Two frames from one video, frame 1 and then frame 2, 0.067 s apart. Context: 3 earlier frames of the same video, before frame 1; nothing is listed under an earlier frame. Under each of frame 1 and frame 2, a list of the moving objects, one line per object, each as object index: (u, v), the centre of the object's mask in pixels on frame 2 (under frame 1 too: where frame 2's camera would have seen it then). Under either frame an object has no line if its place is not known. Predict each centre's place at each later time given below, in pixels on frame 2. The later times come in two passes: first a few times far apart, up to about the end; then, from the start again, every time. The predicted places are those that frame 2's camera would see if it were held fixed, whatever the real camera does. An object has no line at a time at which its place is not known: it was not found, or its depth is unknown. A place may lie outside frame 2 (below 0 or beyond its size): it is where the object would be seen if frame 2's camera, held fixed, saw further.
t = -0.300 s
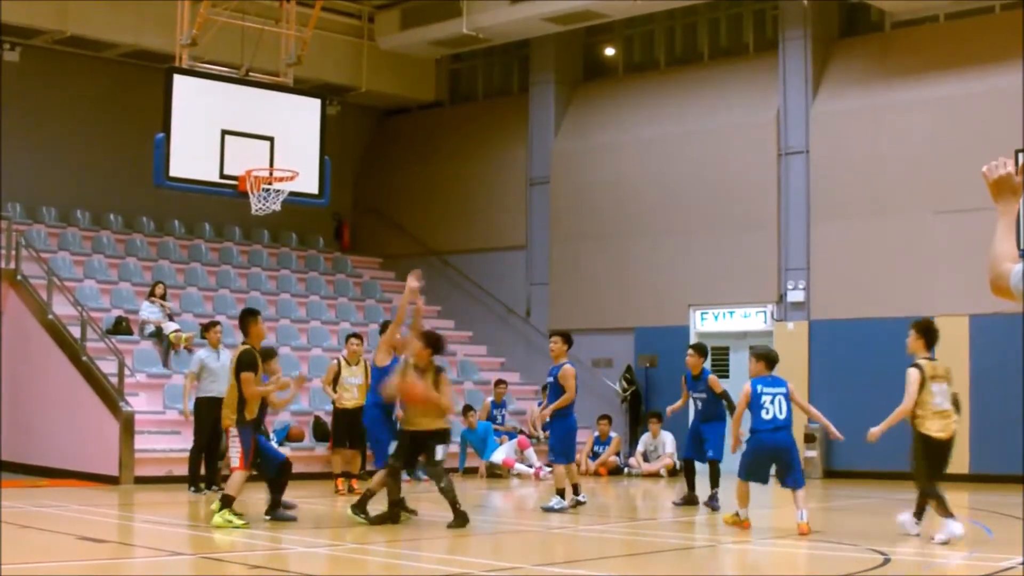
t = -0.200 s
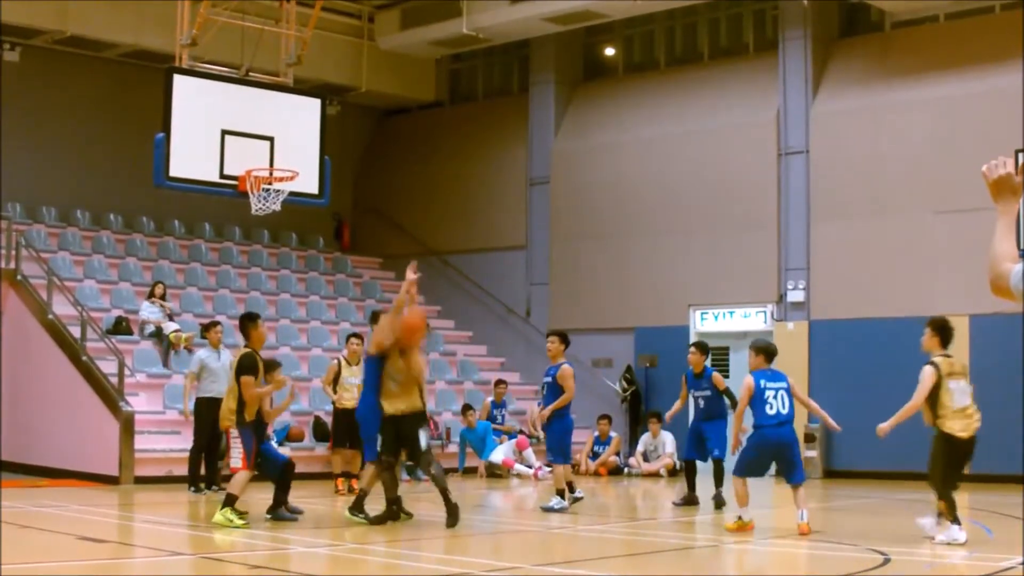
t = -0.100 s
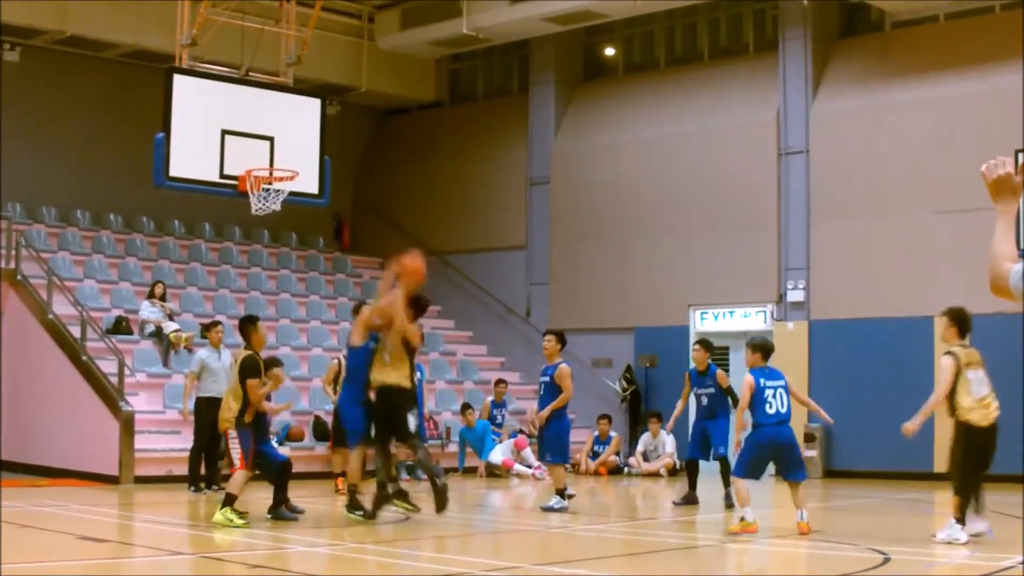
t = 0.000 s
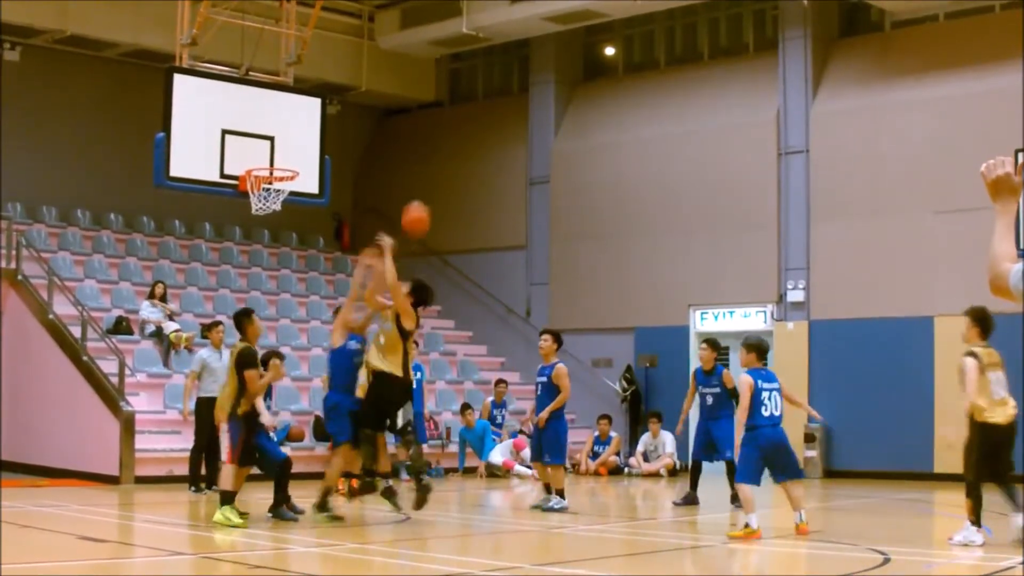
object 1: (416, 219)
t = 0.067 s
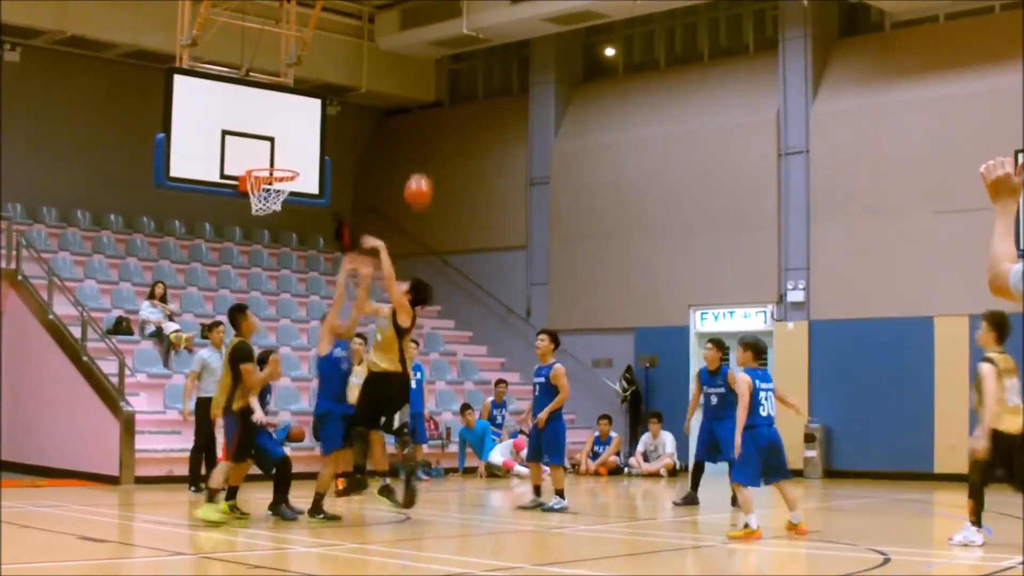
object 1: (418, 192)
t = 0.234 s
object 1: (423, 144)
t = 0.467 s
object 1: (430, 130)
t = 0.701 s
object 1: (435, 172)
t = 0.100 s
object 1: (419, 180)
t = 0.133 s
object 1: (420, 169)
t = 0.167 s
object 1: (421, 160)
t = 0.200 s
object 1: (422, 152)
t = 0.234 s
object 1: (423, 144)
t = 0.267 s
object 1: (424, 139)
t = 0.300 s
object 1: (425, 134)
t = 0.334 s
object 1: (426, 131)
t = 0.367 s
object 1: (427, 129)
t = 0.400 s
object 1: (428, 128)
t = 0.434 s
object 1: (429, 129)
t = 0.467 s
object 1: (430, 130)
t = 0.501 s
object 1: (431, 133)
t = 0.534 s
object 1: (431, 137)
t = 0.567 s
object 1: (432, 141)
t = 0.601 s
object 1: (433, 147)
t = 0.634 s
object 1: (434, 154)
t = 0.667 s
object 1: (435, 162)
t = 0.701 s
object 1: (435, 172)
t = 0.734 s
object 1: (436, 182)
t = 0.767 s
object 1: (437, 194)
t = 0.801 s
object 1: (437, 206)
